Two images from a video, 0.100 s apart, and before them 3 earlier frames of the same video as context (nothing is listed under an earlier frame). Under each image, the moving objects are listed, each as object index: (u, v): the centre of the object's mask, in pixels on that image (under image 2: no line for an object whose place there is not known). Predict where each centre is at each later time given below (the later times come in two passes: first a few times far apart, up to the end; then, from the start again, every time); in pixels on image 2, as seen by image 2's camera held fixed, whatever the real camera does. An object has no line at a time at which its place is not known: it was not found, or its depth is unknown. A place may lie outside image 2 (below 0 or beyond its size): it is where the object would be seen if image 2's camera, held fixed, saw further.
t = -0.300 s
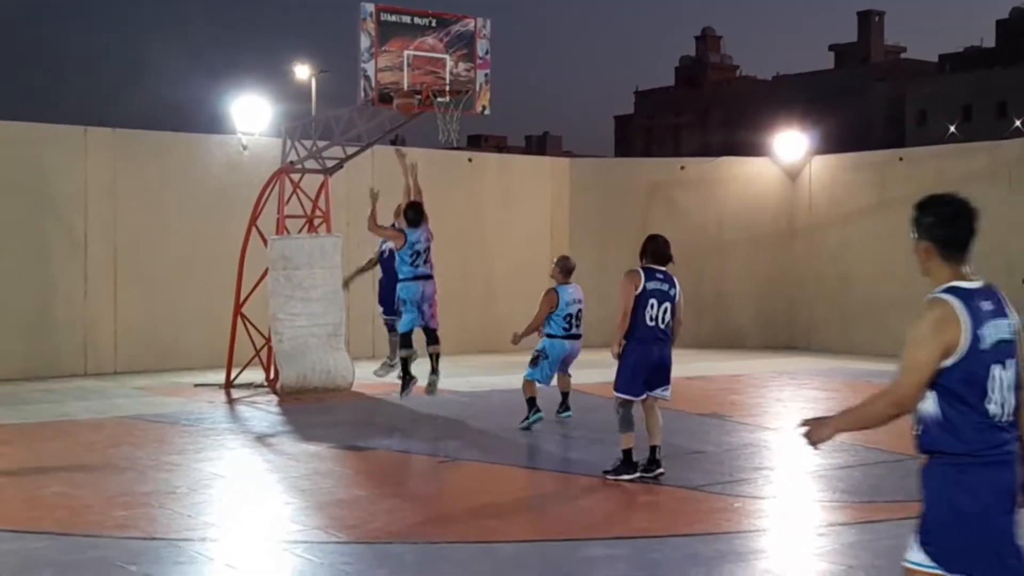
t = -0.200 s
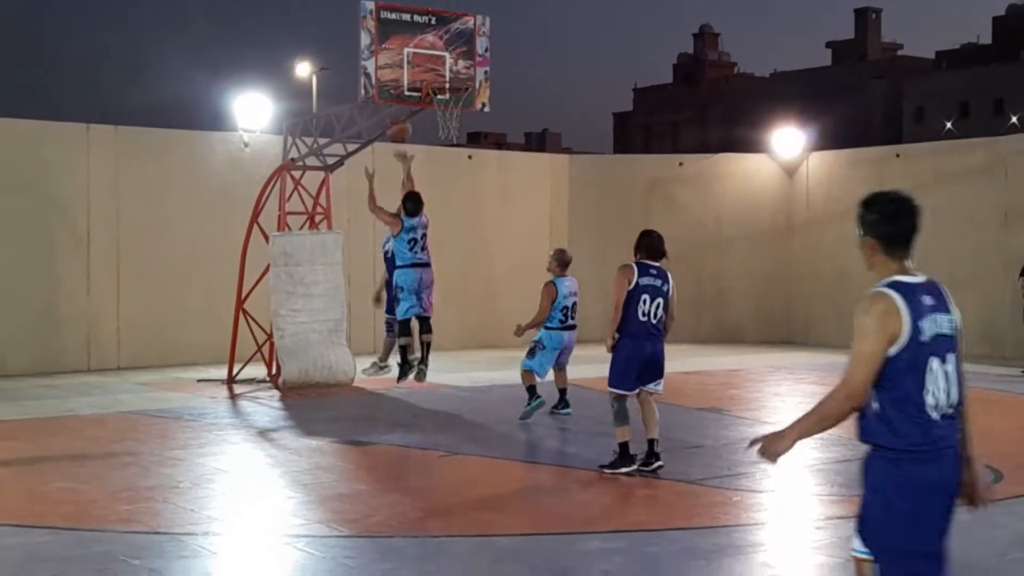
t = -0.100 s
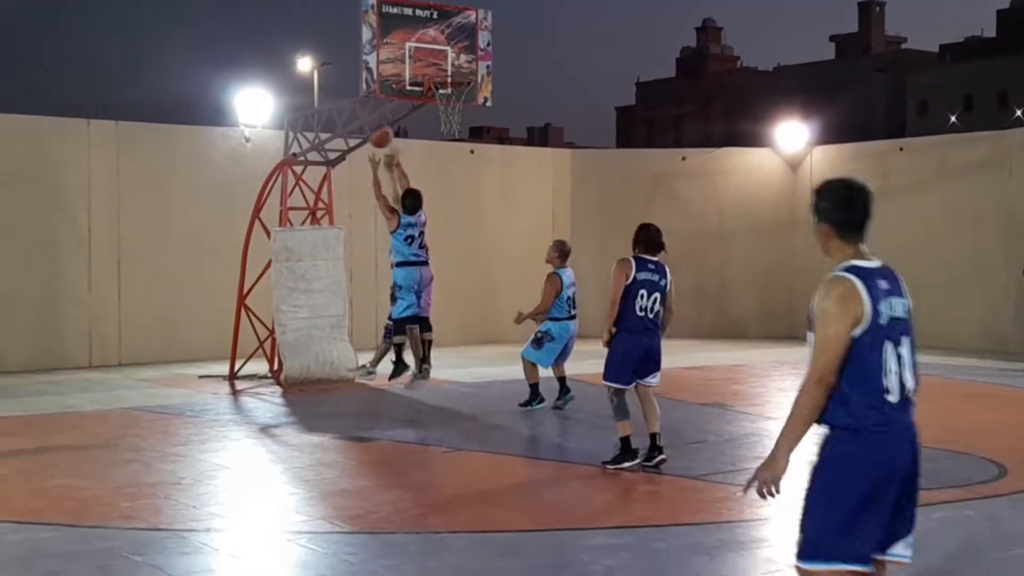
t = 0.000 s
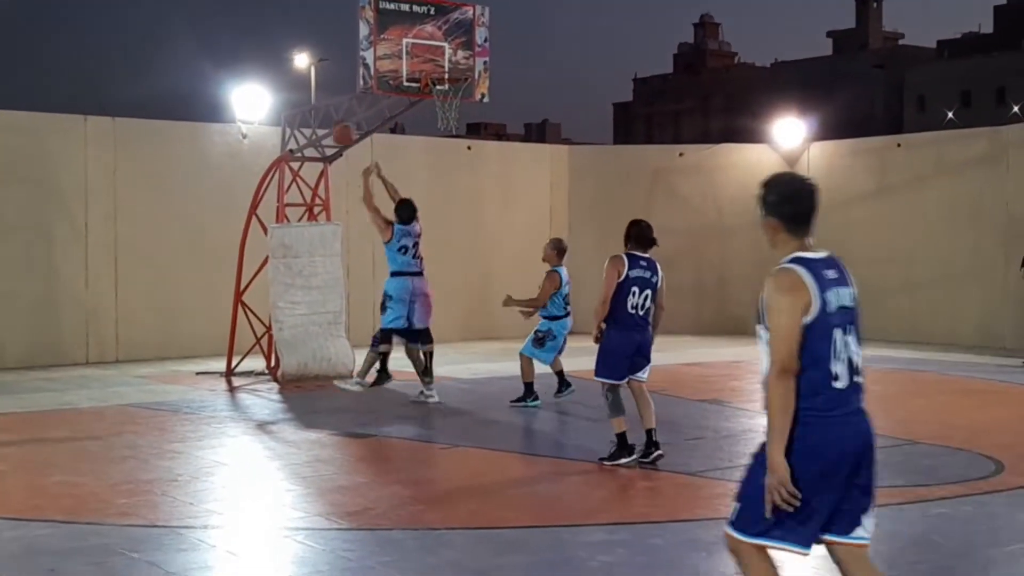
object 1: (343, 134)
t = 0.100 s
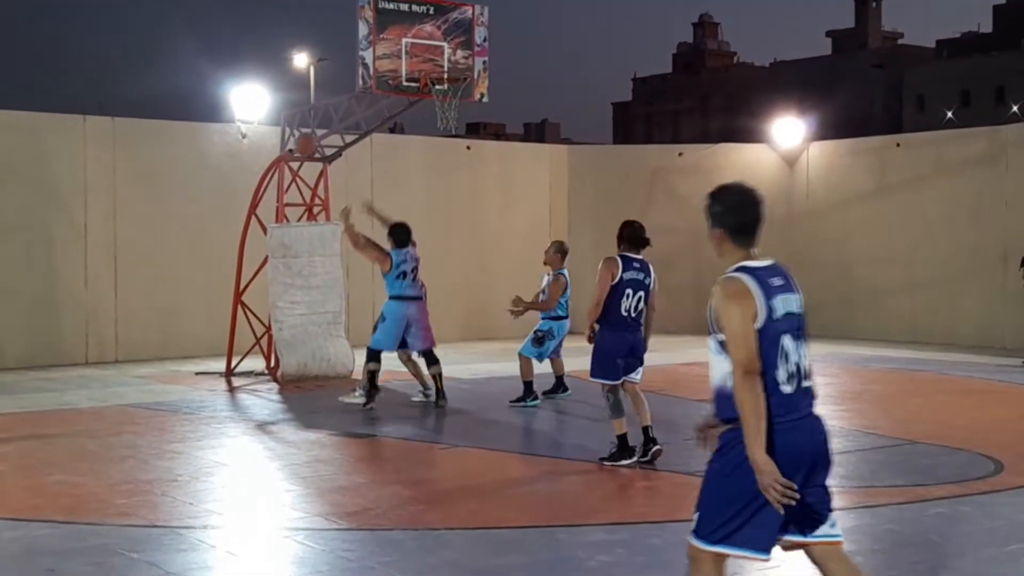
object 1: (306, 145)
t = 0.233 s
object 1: (256, 178)
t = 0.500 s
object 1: (151, 312)
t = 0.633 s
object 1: (97, 415)
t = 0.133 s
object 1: (295, 151)
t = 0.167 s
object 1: (282, 159)
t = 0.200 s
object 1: (269, 167)
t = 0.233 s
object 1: (256, 178)
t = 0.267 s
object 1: (244, 190)
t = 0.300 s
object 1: (232, 203)
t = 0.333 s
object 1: (219, 217)
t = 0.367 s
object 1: (206, 232)
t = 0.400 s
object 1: (192, 250)
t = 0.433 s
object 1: (178, 270)
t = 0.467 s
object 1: (164, 291)
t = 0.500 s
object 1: (151, 312)
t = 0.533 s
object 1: (137, 337)
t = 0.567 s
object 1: (125, 361)
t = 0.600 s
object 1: (110, 389)
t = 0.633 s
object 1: (97, 415)
